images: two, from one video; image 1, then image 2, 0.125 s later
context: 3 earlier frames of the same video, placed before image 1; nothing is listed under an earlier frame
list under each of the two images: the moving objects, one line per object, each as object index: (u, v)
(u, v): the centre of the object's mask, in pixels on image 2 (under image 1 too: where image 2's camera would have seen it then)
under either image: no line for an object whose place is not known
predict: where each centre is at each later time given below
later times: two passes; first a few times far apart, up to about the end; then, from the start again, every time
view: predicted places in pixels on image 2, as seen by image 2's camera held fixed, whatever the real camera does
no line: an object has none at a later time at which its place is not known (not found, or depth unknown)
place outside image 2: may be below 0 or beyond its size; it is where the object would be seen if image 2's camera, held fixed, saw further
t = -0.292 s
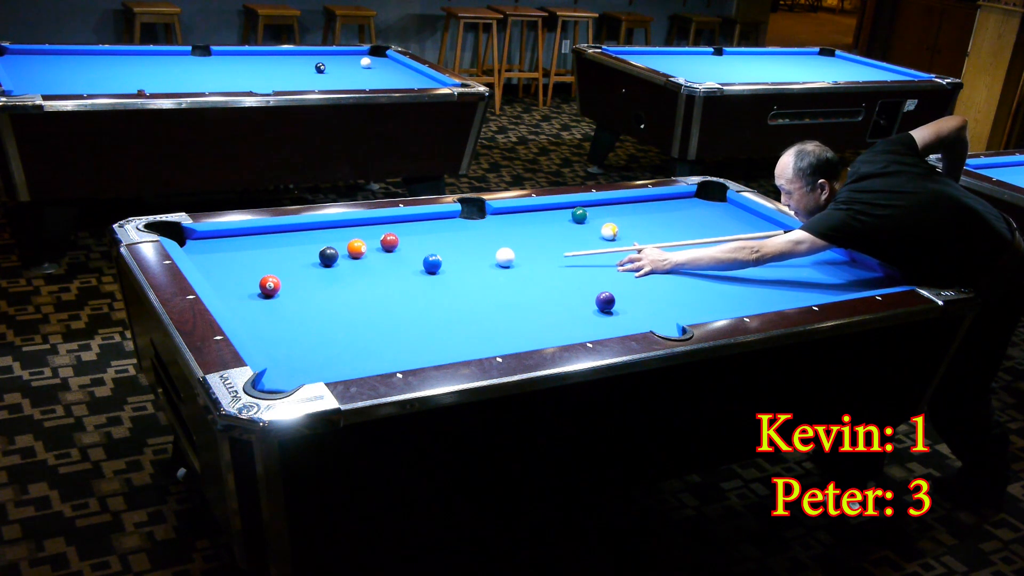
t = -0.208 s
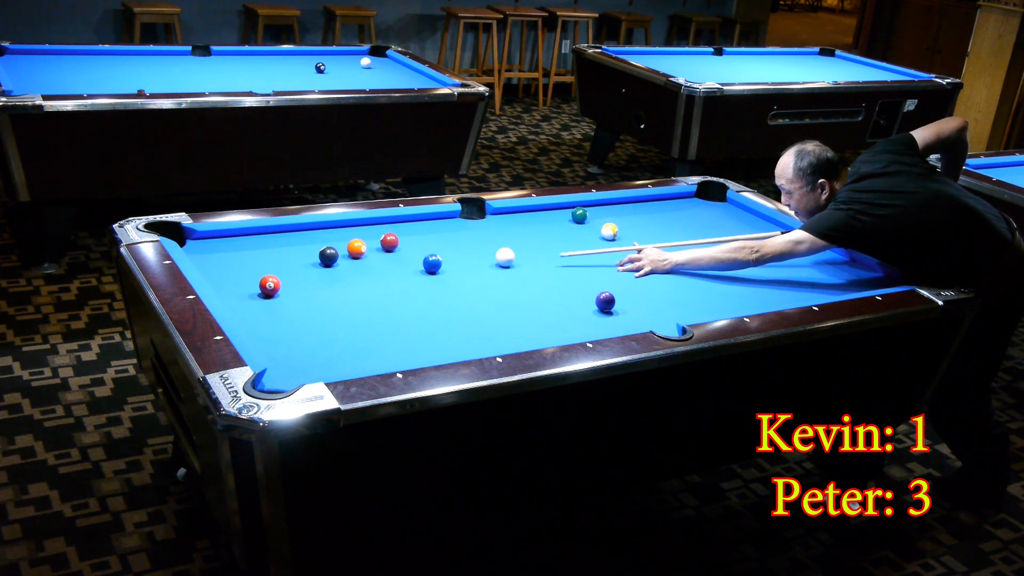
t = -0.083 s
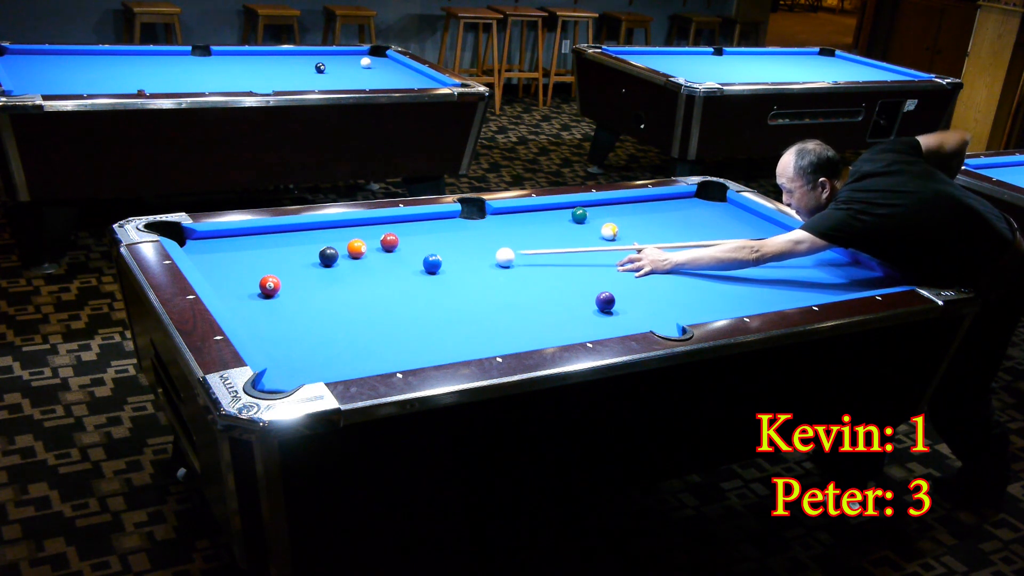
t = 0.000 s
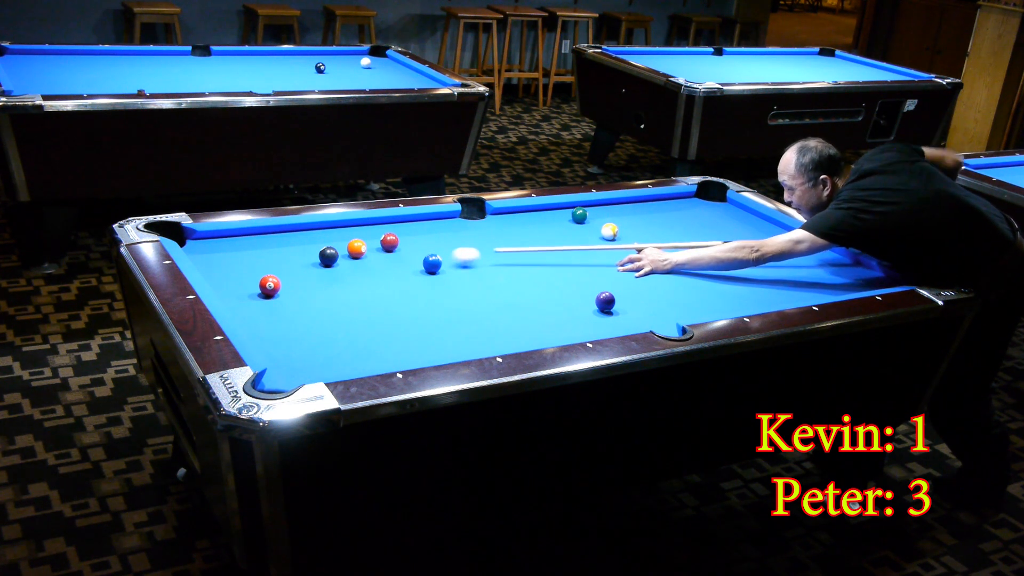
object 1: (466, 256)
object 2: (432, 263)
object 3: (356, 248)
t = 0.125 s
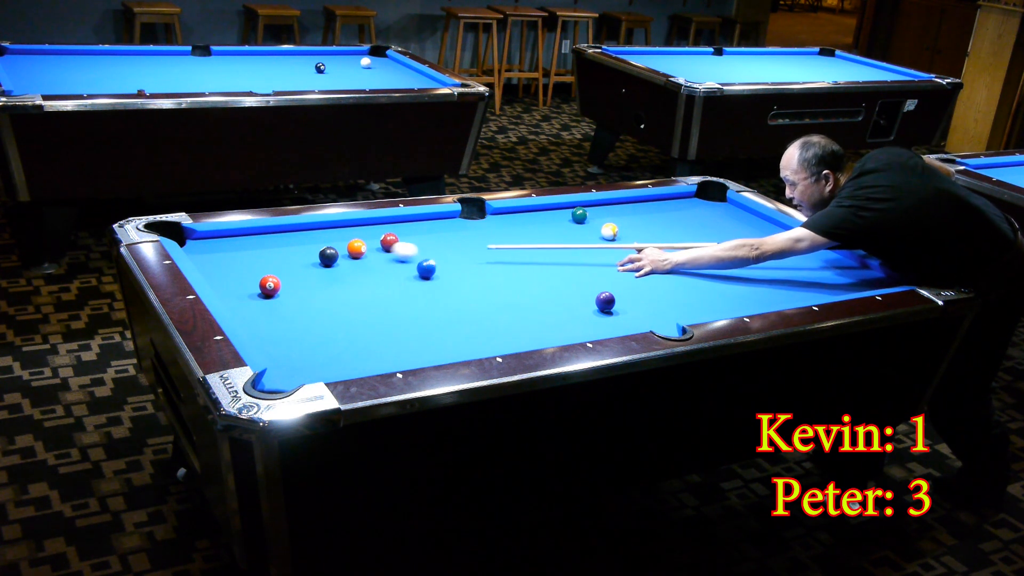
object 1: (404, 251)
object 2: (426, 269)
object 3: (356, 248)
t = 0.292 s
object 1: (369, 242)
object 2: (416, 278)
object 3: (314, 247)
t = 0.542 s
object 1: (338, 229)
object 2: (401, 291)
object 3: (239, 248)
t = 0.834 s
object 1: (335, 231)
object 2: (383, 308)
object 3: (207, 245)
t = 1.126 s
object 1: (341, 238)
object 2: (365, 324)
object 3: (241, 239)
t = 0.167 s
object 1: (385, 249)
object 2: (424, 271)
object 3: (357, 248)
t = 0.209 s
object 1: (375, 247)
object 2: (421, 273)
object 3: (348, 248)
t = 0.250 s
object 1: (372, 244)
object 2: (418, 276)
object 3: (332, 244)
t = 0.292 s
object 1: (369, 242)
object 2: (416, 278)
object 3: (314, 247)
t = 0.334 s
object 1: (364, 240)
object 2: (413, 280)
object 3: (301, 248)
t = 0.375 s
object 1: (359, 238)
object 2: (411, 282)
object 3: (288, 248)
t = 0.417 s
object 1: (354, 235)
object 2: (409, 285)
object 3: (276, 248)
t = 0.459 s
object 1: (348, 233)
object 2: (406, 287)
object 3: (264, 248)
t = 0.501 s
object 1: (343, 231)
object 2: (403, 289)
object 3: (251, 248)
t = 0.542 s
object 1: (338, 229)
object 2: (401, 291)
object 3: (239, 248)
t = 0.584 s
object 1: (333, 227)
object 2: (398, 294)
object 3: (227, 248)
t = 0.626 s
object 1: (330, 226)
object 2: (395, 296)
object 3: (215, 248)
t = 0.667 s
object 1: (332, 227)
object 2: (393, 298)
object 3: (202, 248)
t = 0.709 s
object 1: (333, 228)
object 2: (390, 300)
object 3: (191, 248)
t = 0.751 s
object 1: (333, 229)
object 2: (388, 303)
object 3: (196, 248)
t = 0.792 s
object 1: (334, 230)
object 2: (385, 305)
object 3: (202, 247)
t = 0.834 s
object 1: (335, 231)
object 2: (383, 308)
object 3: (207, 245)
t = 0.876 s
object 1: (336, 232)
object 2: (380, 310)
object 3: (213, 244)
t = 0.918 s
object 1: (337, 233)
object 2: (378, 312)
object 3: (217, 244)
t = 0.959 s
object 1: (338, 234)
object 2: (375, 315)
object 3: (222, 243)
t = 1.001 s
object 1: (339, 235)
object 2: (372, 317)
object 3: (227, 241)
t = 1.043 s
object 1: (340, 236)
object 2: (370, 319)
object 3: (232, 241)
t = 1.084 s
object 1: (341, 237)
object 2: (368, 321)
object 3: (237, 240)
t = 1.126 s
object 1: (341, 238)
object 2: (365, 324)
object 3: (241, 239)
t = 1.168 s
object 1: (342, 239)
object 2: (363, 326)
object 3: (246, 238)
